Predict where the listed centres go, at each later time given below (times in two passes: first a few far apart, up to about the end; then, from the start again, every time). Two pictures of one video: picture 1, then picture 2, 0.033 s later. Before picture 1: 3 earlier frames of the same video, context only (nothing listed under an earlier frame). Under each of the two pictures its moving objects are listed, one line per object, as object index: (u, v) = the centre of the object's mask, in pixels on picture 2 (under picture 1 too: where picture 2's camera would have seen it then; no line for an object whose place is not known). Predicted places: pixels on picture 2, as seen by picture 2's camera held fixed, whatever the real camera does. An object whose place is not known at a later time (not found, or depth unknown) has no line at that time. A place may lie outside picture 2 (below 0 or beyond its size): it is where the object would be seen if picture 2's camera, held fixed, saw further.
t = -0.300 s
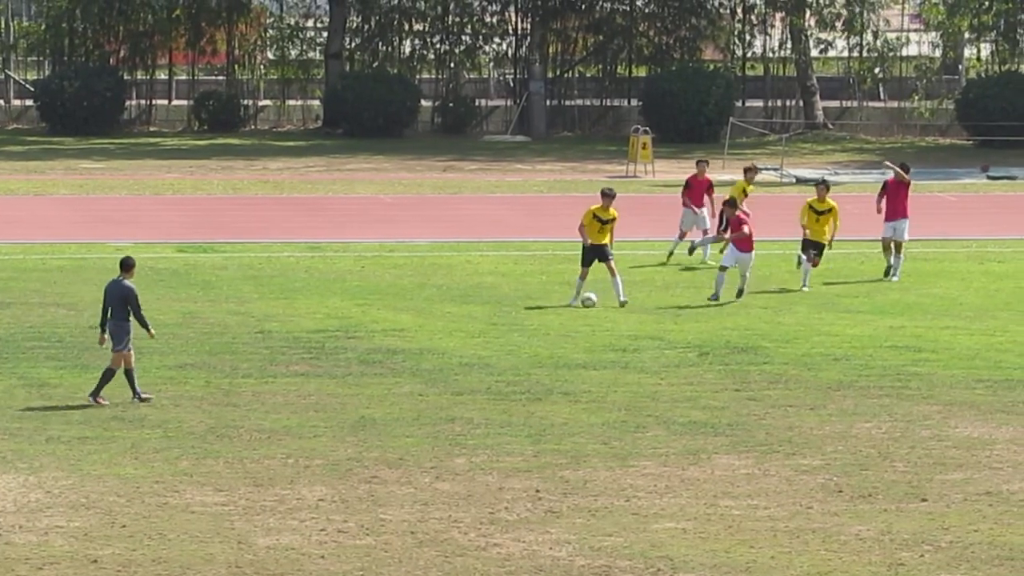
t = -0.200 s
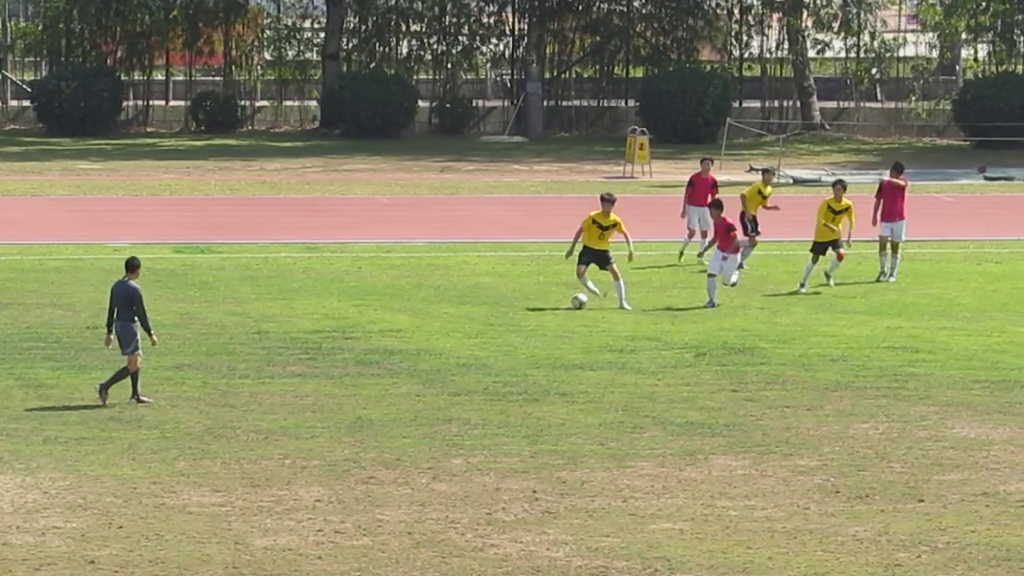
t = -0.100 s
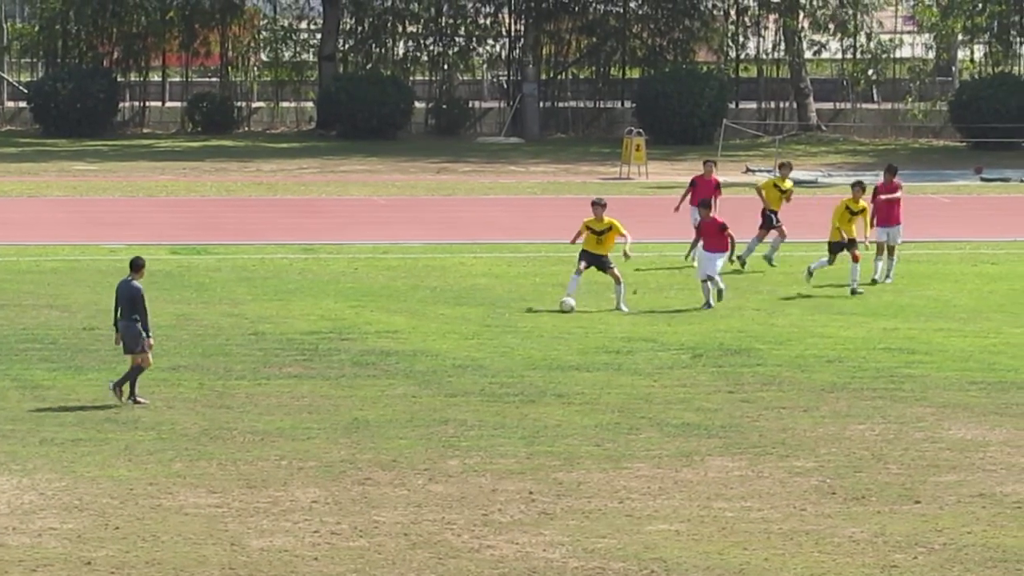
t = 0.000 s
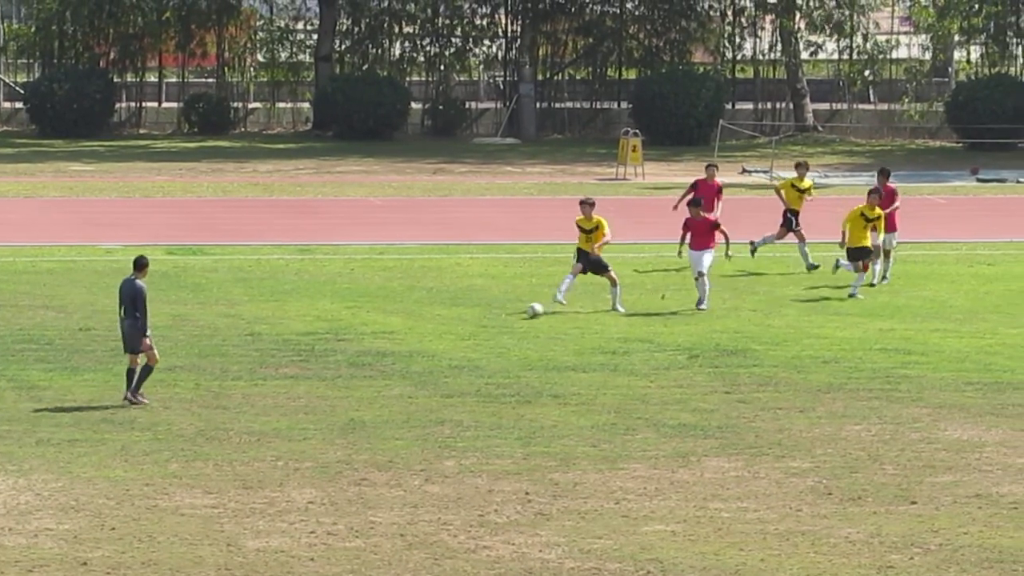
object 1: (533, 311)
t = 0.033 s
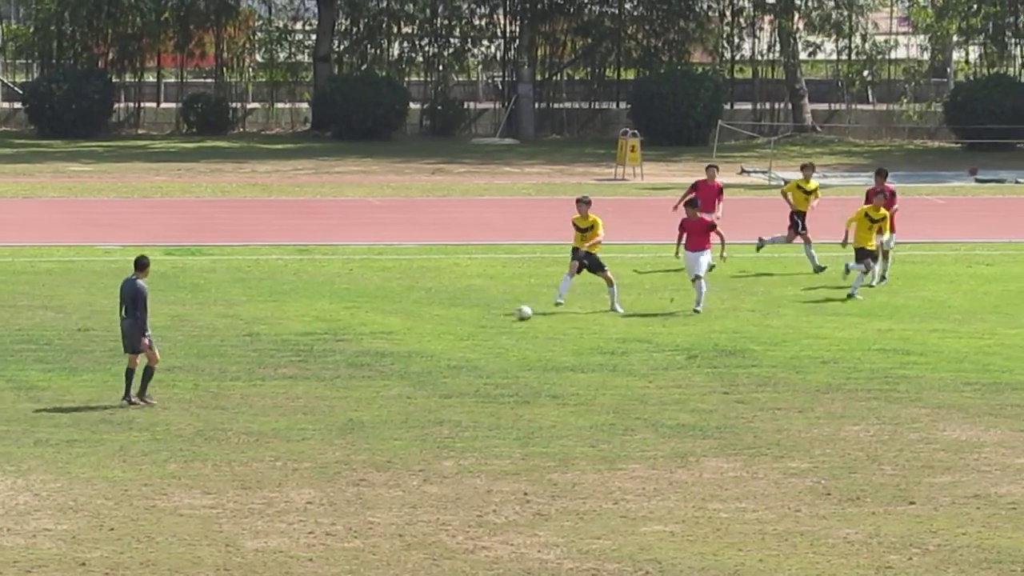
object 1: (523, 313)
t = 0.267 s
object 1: (466, 322)
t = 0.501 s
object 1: (419, 329)
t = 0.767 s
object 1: (374, 337)
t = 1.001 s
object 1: (337, 344)
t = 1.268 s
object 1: (292, 353)
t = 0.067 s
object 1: (515, 315)
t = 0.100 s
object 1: (507, 315)
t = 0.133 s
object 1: (498, 316)
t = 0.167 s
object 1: (490, 318)
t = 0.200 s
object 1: (481, 321)
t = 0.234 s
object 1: (473, 322)
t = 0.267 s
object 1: (466, 322)
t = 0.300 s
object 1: (459, 323)
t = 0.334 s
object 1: (451, 324)
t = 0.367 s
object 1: (444, 326)
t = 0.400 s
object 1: (438, 326)
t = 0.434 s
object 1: (432, 326)
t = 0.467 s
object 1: (426, 327)
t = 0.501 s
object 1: (419, 329)
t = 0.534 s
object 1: (413, 332)
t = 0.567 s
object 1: (407, 333)
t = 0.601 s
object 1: (402, 334)
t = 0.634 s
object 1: (396, 335)
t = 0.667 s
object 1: (391, 337)
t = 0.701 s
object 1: (385, 336)
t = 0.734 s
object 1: (380, 336)
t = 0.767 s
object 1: (374, 337)
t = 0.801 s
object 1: (370, 339)
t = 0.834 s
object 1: (363, 341)
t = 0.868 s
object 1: (358, 341)
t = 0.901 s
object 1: (352, 341)
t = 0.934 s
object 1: (347, 342)
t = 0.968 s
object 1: (342, 343)
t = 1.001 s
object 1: (337, 344)
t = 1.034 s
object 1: (330, 346)
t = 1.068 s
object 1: (325, 345)
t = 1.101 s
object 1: (321, 345)
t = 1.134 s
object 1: (315, 348)
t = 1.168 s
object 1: (309, 350)
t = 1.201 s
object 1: (304, 351)
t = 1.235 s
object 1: (297, 351)
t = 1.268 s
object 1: (292, 353)
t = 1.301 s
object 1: (286, 354)
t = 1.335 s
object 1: (281, 353)
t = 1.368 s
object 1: (276, 352)
